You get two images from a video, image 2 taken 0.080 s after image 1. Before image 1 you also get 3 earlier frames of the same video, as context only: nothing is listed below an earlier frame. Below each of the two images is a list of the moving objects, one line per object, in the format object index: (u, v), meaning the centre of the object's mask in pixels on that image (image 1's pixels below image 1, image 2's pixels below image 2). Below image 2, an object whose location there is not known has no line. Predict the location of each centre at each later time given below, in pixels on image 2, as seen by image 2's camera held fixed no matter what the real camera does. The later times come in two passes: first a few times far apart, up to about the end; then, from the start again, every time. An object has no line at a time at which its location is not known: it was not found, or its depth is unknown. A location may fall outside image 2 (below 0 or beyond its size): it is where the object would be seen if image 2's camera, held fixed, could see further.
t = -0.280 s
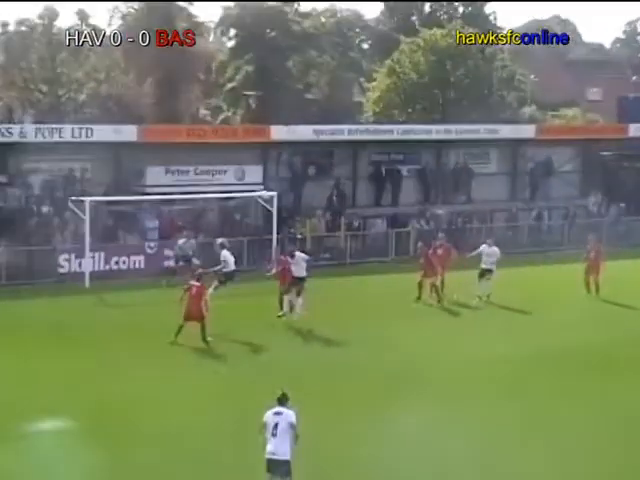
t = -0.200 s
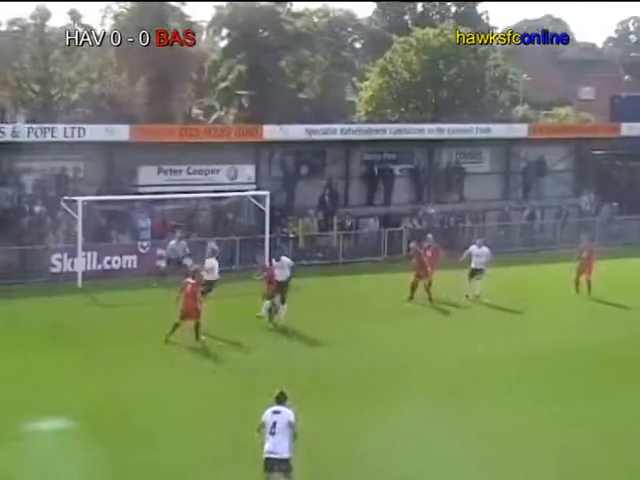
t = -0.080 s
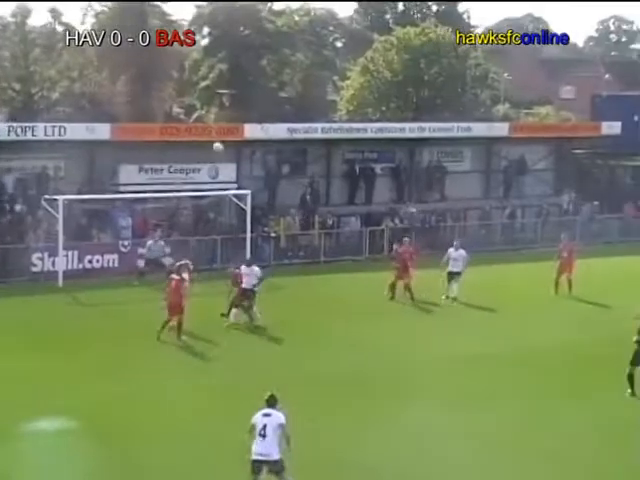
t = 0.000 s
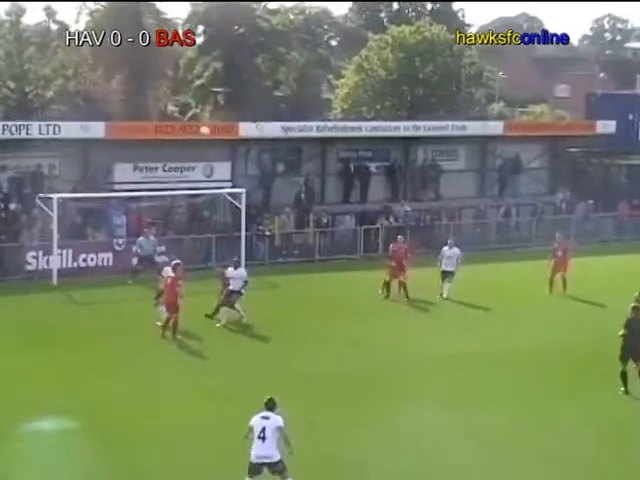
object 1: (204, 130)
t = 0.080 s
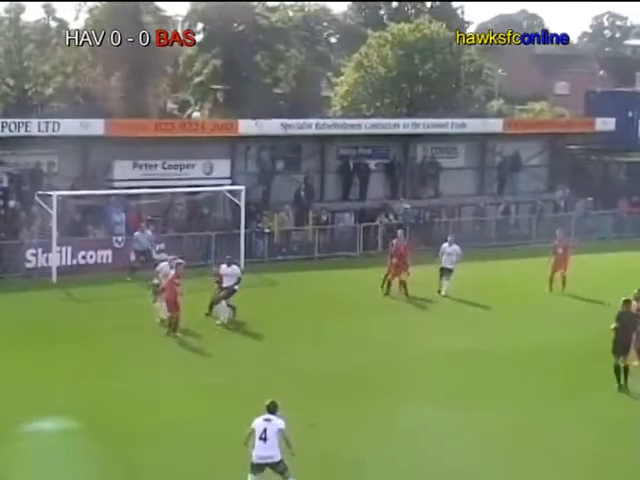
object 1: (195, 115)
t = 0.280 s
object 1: (180, 97)
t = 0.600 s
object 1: (151, 108)
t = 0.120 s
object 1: (193, 110)
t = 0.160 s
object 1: (189, 104)
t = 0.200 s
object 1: (187, 102)
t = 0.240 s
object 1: (183, 99)
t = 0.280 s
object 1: (180, 97)
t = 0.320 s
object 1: (176, 96)
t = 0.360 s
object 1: (173, 96)
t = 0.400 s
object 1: (169, 95)
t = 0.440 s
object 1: (166, 96)
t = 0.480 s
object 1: (163, 97)
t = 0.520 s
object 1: (159, 100)
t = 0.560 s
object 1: (155, 103)
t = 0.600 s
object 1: (151, 108)
